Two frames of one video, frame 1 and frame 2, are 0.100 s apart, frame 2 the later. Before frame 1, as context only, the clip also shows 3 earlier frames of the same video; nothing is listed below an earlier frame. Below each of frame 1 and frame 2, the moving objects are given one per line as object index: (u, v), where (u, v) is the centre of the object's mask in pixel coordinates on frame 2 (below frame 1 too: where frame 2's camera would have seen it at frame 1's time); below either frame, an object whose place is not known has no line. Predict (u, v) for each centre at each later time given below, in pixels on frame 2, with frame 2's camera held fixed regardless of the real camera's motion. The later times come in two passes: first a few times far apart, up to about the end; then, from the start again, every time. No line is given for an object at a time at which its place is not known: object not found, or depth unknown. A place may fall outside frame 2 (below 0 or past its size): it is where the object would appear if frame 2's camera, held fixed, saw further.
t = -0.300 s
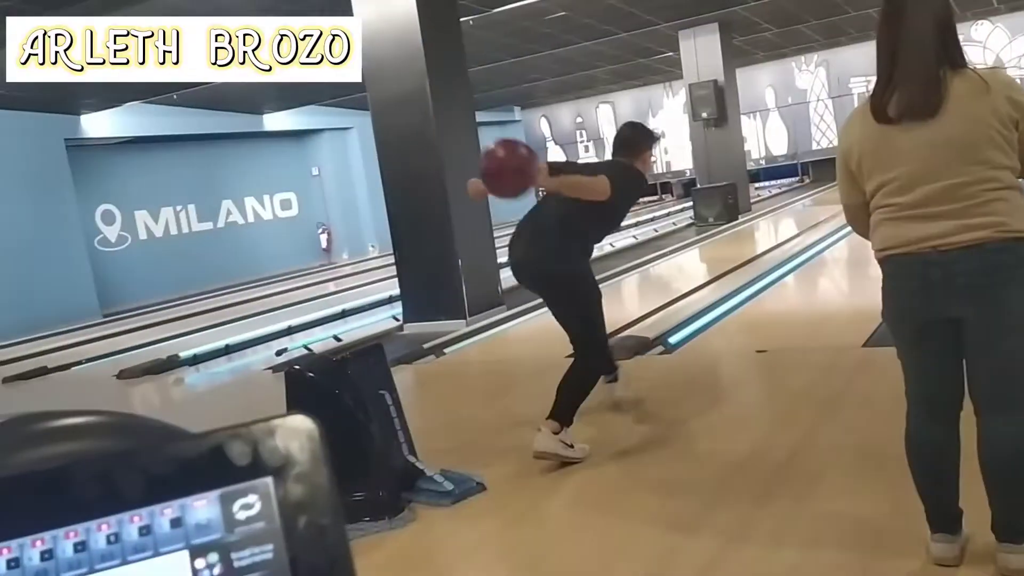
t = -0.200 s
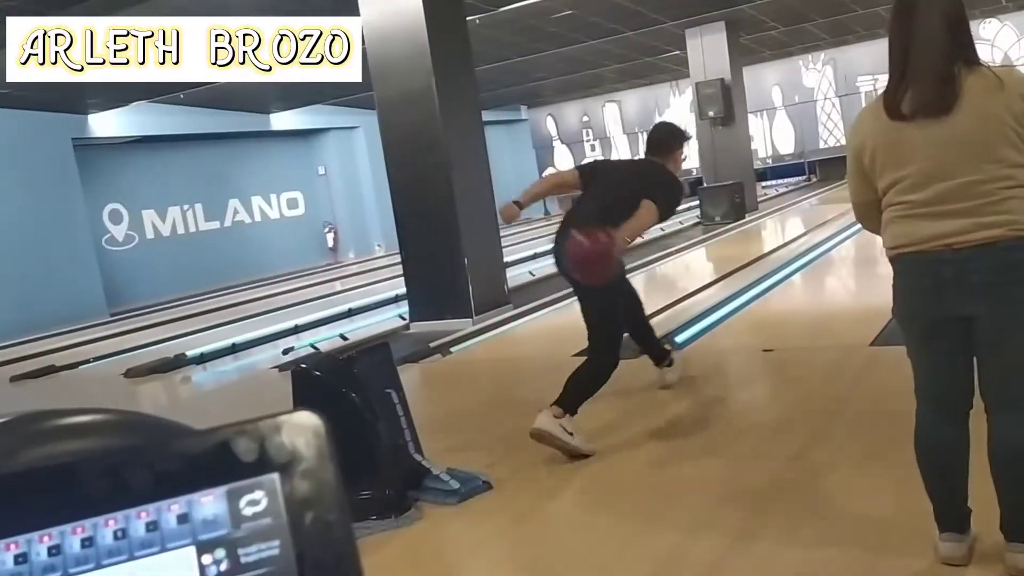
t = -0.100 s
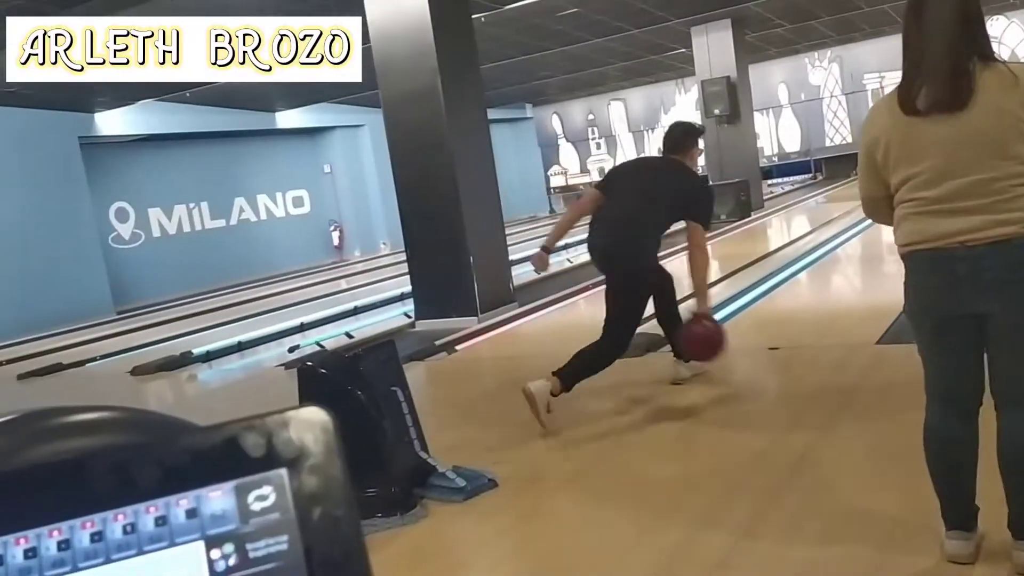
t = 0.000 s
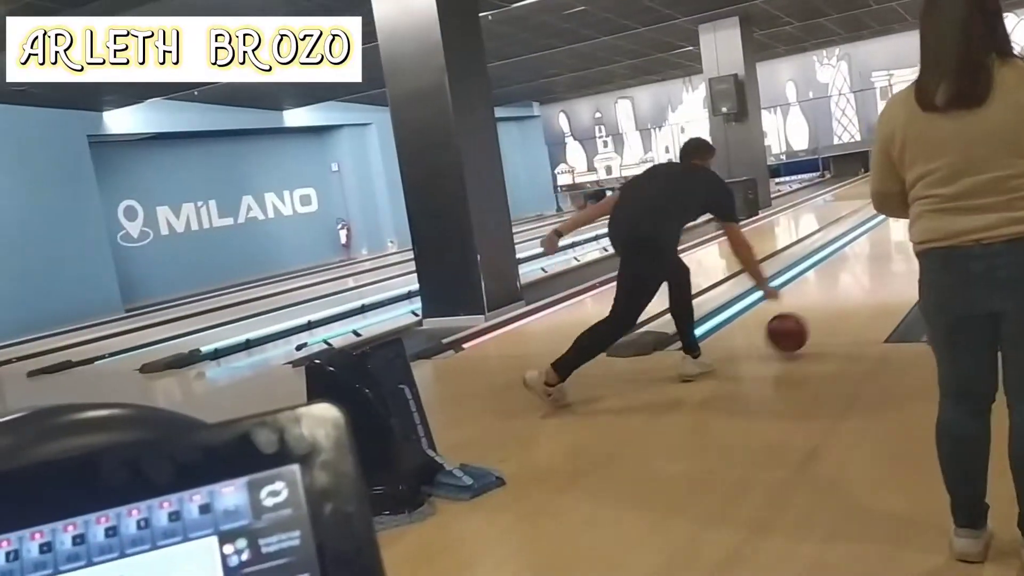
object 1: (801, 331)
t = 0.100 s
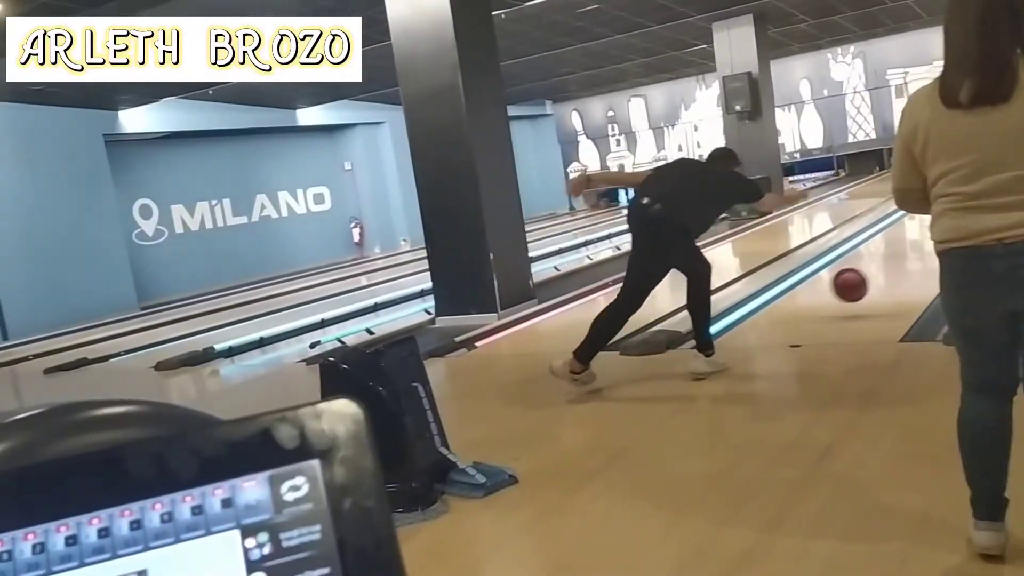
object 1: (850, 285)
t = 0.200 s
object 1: (890, 263)
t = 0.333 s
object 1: (927, 246)
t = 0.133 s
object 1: (864, 275)
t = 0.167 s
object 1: (878, 268)
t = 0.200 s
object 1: (890, 263)
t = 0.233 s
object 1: (901, 260)
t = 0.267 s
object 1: (911, 258)
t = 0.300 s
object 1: (921, 252)
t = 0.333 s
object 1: (927, 246)
